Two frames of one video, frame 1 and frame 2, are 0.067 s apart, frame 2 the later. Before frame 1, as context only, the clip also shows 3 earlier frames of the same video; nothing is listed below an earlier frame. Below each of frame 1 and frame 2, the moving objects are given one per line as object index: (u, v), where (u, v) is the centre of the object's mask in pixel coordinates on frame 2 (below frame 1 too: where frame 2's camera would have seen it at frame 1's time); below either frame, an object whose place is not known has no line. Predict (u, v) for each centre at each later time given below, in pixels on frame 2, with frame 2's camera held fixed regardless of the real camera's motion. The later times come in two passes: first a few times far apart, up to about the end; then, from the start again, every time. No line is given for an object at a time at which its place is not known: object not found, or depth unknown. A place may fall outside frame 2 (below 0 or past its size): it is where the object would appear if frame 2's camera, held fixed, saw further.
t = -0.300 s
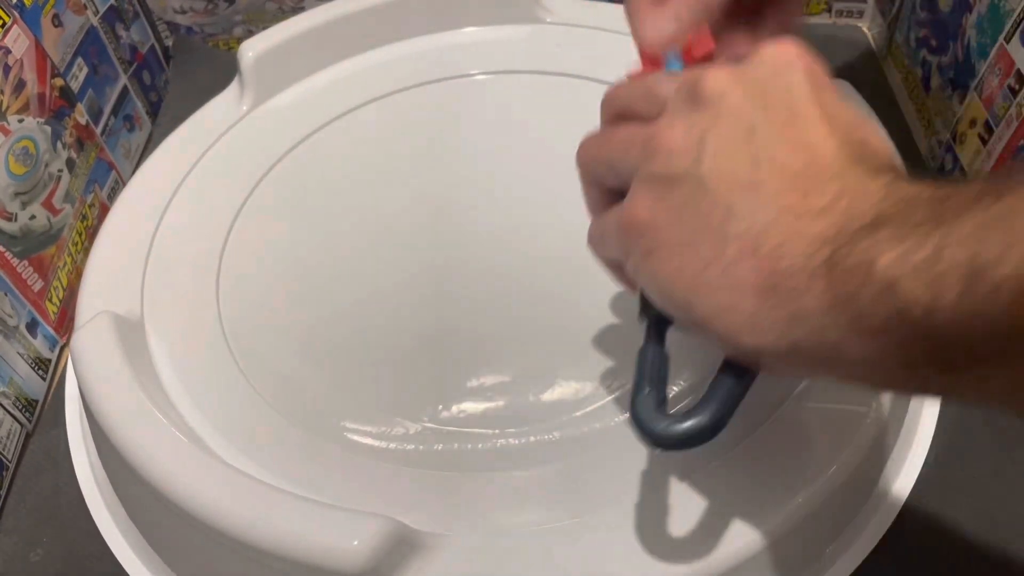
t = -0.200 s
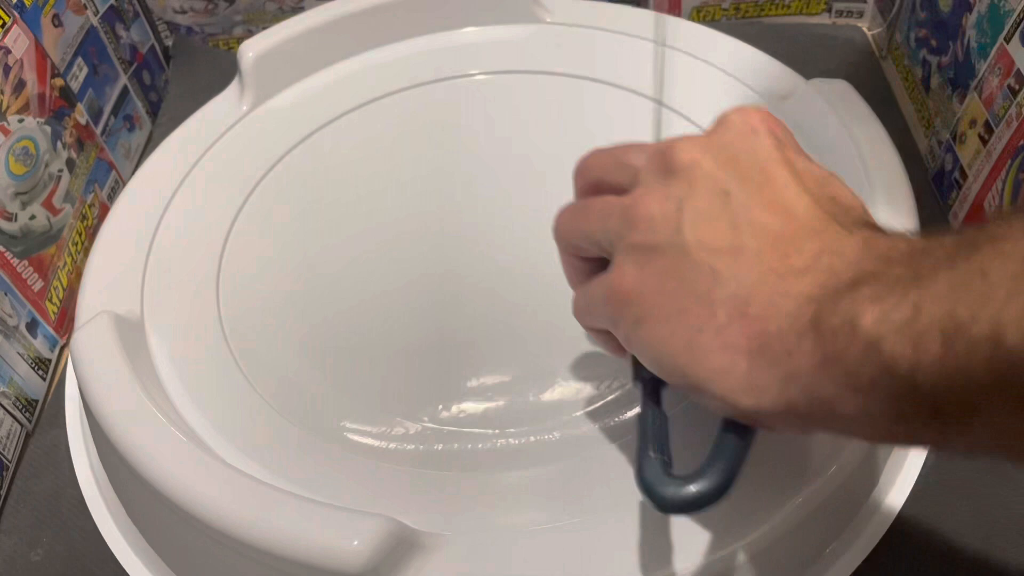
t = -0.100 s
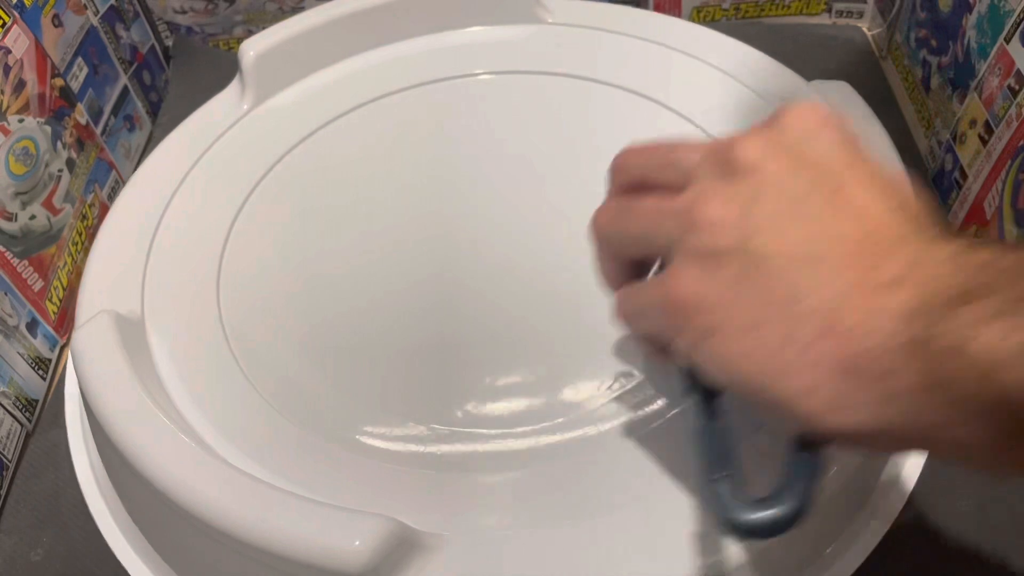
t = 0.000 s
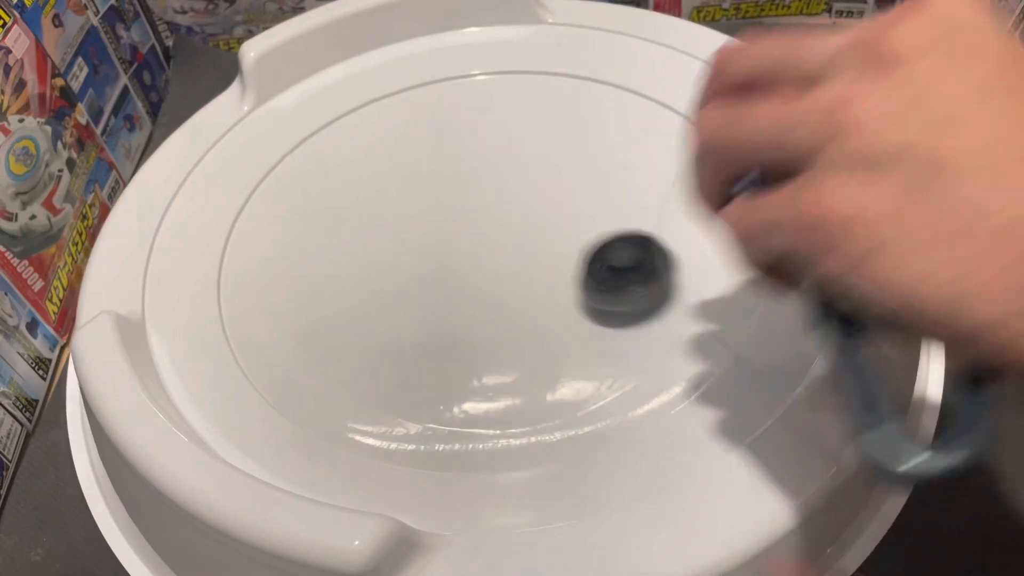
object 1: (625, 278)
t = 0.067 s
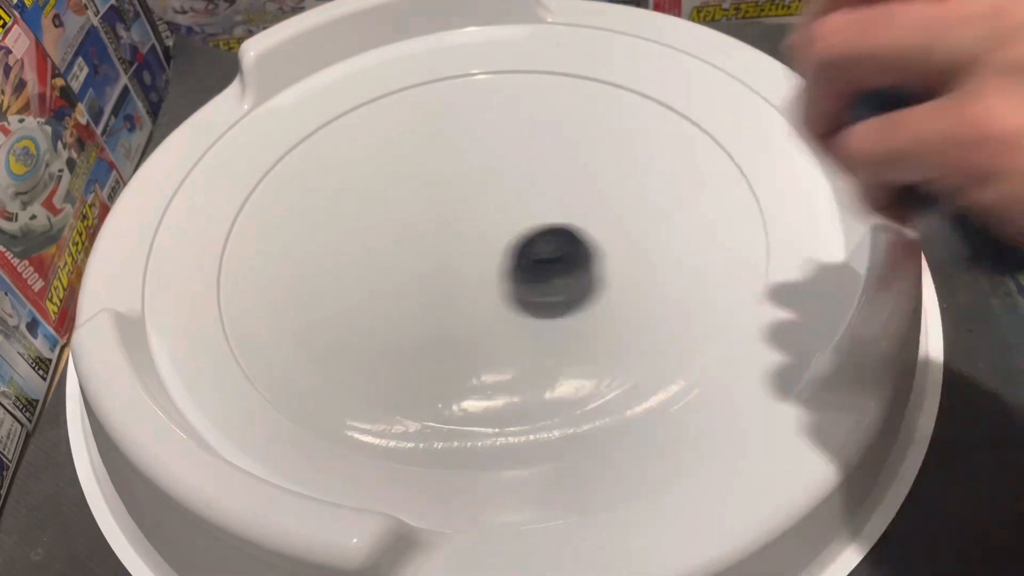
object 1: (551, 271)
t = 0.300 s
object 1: (316, 374)
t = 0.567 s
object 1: (641, 367)
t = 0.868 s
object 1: (359, 175)
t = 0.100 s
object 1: (510, 274)
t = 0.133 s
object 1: (469, 281)
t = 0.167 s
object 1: (430, 291)
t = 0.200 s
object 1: (394, 305)
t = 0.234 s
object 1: (363, 324)
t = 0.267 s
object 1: (336, 347)
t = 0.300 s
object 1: (316, 374)
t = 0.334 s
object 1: (304, 403)
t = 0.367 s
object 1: (348, 414)
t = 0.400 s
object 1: (398, 429)
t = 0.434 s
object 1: (448, 441)
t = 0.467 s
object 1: (501, 443)
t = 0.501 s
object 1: (559, 422)
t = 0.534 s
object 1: (609, 397)
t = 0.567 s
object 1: (641, 367)
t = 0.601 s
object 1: (657, 335)
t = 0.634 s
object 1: (657, 299)
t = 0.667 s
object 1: (642, 266)
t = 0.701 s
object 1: (614, 235)
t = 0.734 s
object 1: (575, 210)
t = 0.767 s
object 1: (528, 191)
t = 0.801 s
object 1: (476, 178)
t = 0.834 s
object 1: (418, 173)
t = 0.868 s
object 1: (359, 175)
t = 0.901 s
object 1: (301, 184)
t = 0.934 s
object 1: (237, 196)
